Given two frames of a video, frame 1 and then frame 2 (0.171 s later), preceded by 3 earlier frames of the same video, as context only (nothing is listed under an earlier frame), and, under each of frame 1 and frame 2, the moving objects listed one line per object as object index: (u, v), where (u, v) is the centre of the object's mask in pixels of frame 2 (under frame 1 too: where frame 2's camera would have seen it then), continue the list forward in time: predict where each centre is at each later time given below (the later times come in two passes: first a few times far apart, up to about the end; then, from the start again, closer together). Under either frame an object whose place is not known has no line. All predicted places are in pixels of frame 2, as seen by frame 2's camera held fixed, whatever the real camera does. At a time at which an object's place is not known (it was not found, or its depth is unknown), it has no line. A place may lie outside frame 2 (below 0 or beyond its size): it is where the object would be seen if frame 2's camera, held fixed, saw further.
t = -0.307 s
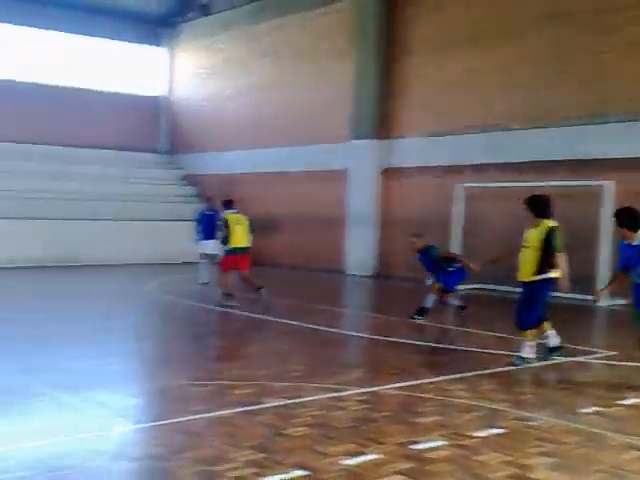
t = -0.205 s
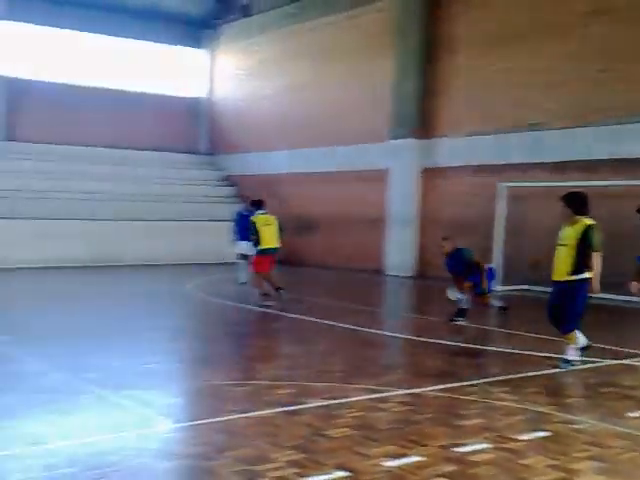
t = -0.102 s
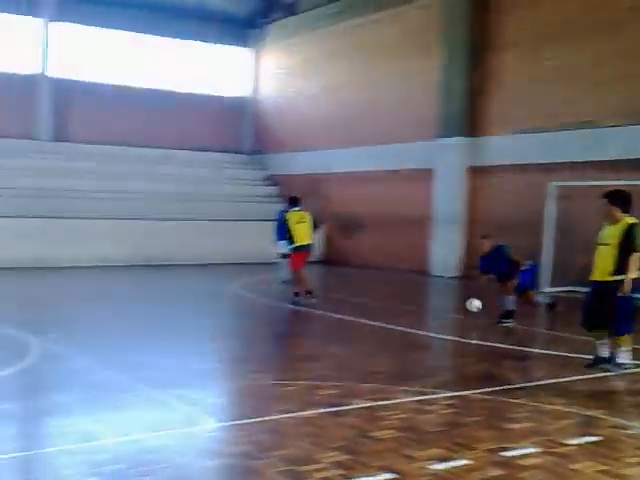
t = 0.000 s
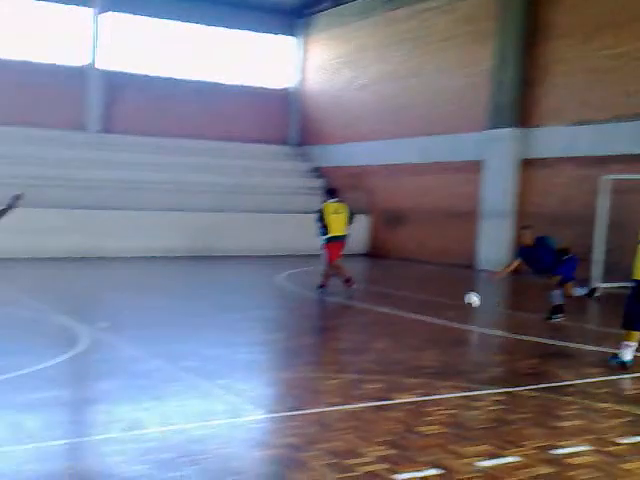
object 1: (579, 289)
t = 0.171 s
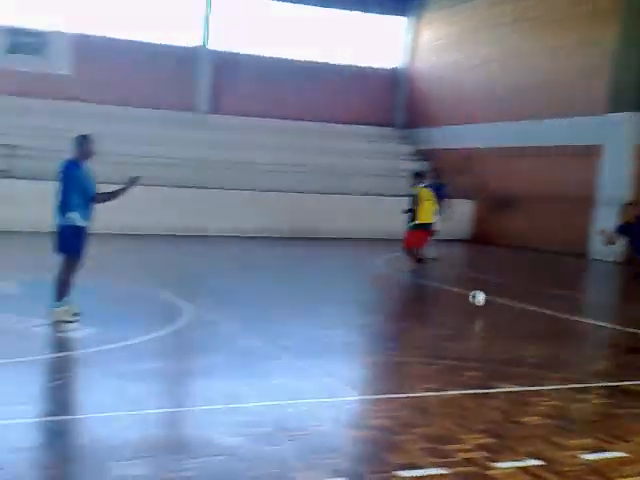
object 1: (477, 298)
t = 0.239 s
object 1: (438, 301)
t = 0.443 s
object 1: (326, 305)
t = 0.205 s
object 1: (457, 302)
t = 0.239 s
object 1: (438, 301)
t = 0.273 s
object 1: (419, 299)
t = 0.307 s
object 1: (402, 298)
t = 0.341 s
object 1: (384, 299)
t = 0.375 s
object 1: (365, 300)
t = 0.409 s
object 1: (345, 304)
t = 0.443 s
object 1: (326, 305)
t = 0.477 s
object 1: (308, 303)
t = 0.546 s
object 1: (272, 305)
